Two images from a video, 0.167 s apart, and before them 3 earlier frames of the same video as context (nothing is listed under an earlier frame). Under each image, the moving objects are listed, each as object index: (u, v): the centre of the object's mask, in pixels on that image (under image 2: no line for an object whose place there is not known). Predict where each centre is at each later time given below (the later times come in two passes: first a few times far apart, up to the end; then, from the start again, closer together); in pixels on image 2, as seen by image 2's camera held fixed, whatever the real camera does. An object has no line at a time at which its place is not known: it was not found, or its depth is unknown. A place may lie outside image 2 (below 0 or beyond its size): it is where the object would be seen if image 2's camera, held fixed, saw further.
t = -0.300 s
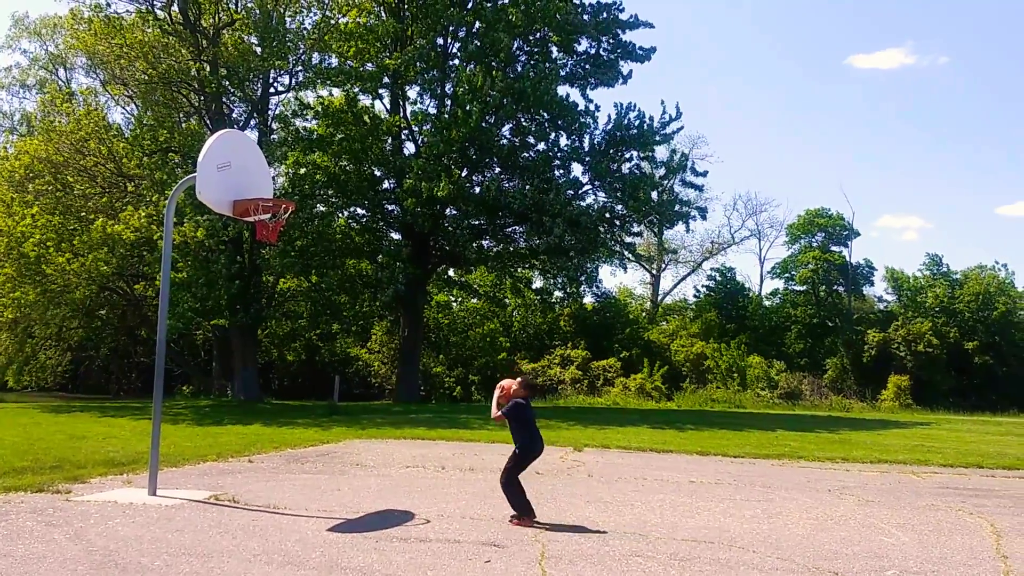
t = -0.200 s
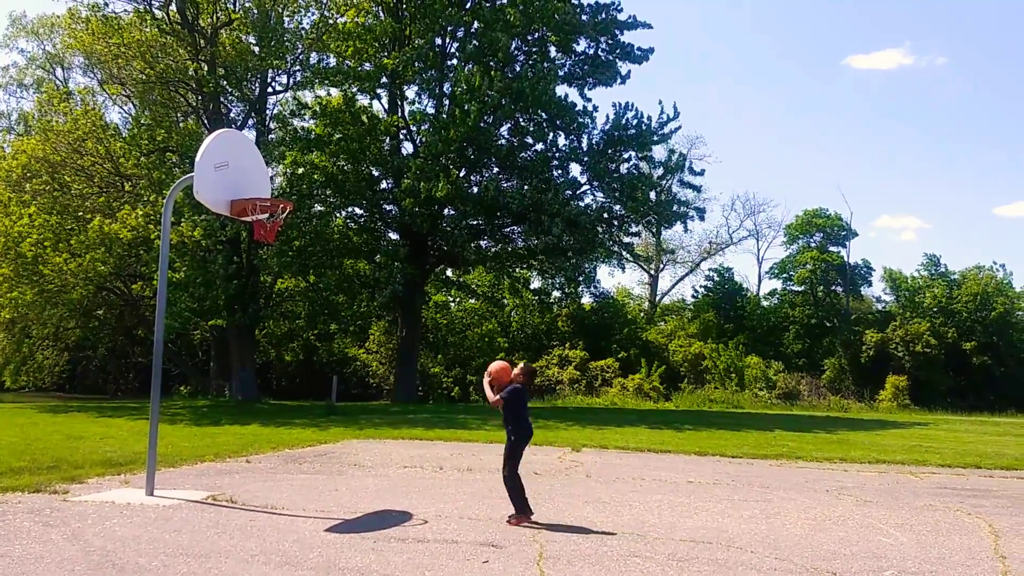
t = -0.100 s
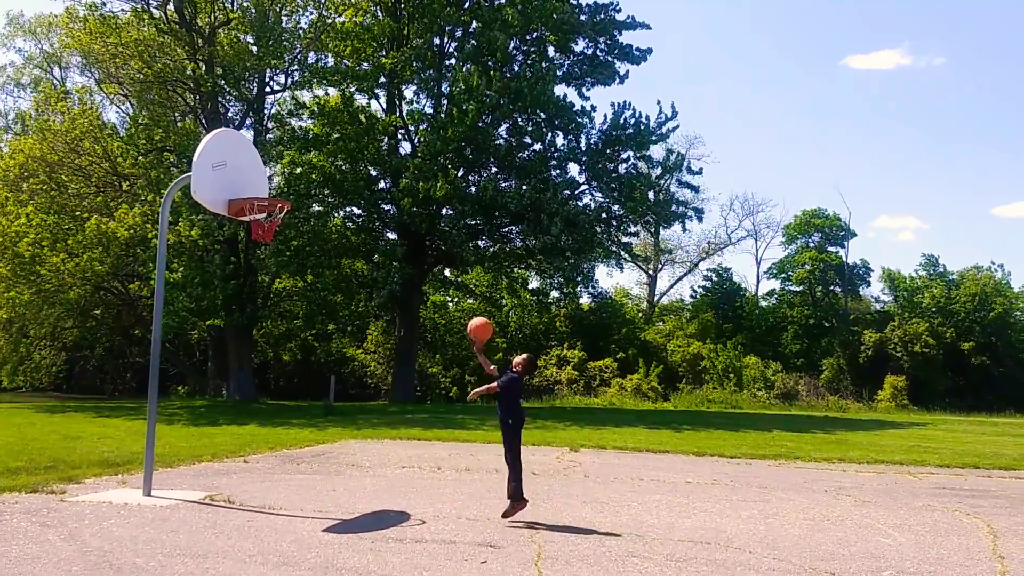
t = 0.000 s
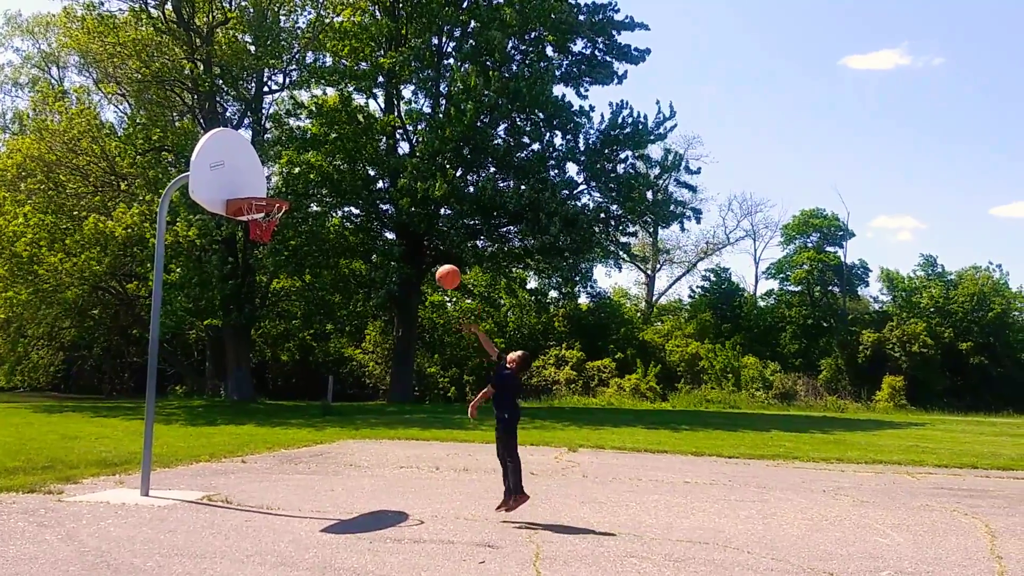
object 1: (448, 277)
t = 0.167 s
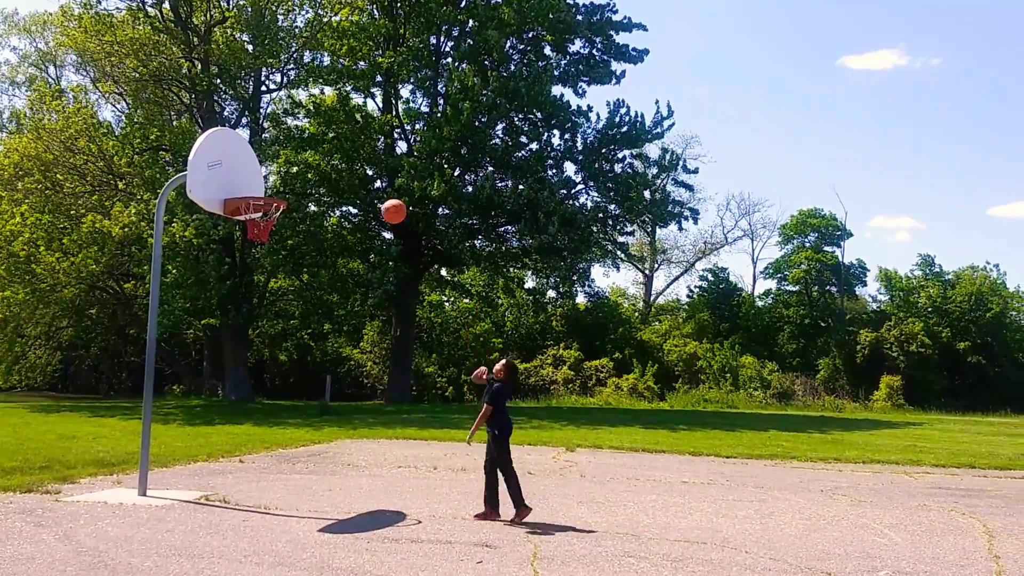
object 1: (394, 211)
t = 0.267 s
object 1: (362, 186)
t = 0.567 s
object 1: (267, 167)
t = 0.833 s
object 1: (256, 172)
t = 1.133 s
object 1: (304, 198)
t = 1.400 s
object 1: (345, 298)
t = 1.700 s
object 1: (384, 510)
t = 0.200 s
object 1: (383, 202)
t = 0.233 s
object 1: (373, 193)
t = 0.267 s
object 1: (362, 186)
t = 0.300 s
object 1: (352, 179)
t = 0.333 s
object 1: (341, 174)
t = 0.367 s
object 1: (330, 170)
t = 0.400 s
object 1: (320, 167)
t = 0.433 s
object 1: (309, 165)
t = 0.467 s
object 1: (299, 164)
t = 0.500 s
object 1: (288, 165)
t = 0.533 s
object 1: (278, 165)
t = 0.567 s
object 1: (267, 167)
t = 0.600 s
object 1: (256, 171)
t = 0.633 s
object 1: (245, 175)
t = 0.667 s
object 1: (234, 181)
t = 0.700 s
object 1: (233, 186)
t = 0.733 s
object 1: (239, 183)
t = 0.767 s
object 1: (245, 179)
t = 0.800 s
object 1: (250, 175)
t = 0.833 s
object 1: (256, 172)
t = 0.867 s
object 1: (261, 171)
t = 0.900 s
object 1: (266, 170)
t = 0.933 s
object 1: (272, 171)
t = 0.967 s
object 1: (277, 173)
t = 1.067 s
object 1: (294, 184)
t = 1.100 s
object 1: (299, 190)
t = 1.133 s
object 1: (304, 198)
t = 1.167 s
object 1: (310, 206)
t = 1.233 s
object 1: (320, 226)
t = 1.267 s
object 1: (325, 238)
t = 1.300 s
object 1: (330, 251)
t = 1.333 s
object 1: (335, 265)
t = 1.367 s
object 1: (340, 281)
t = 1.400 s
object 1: (345, 298)
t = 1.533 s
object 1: (363, 380)
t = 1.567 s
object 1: (367, 404)
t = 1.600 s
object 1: (372, 429)
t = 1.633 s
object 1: (376, 456)
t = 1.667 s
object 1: (380, 485)
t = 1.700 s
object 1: (384, 510)
